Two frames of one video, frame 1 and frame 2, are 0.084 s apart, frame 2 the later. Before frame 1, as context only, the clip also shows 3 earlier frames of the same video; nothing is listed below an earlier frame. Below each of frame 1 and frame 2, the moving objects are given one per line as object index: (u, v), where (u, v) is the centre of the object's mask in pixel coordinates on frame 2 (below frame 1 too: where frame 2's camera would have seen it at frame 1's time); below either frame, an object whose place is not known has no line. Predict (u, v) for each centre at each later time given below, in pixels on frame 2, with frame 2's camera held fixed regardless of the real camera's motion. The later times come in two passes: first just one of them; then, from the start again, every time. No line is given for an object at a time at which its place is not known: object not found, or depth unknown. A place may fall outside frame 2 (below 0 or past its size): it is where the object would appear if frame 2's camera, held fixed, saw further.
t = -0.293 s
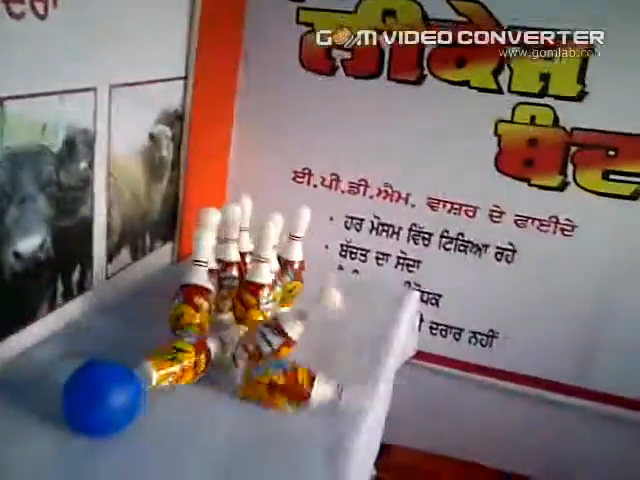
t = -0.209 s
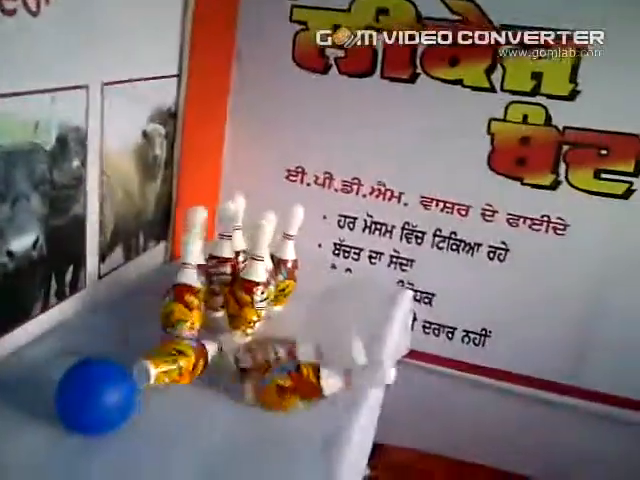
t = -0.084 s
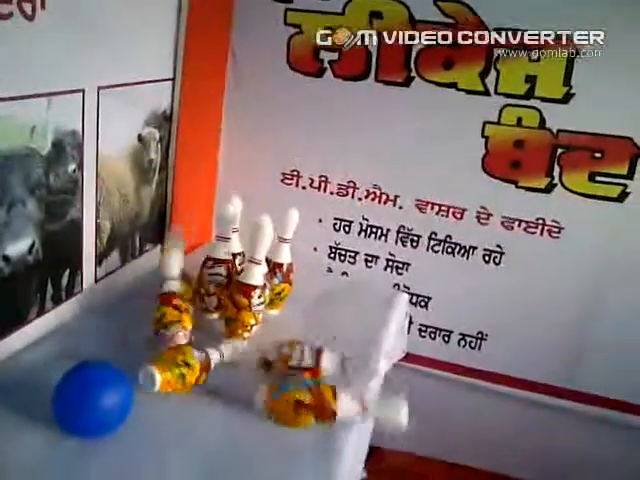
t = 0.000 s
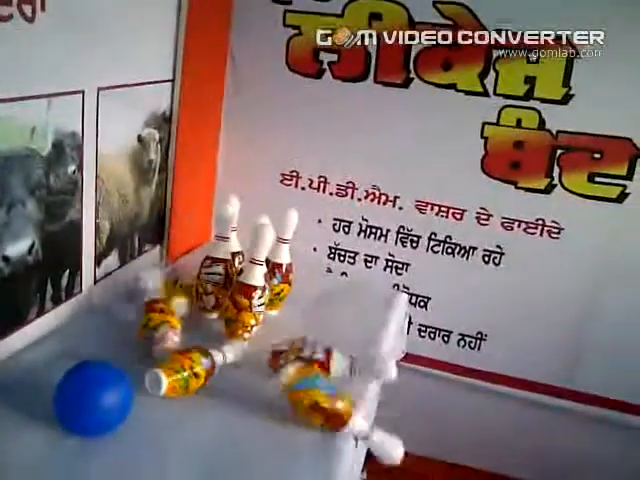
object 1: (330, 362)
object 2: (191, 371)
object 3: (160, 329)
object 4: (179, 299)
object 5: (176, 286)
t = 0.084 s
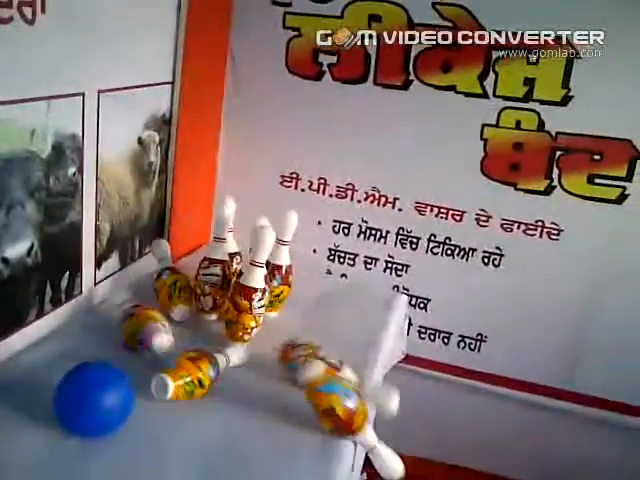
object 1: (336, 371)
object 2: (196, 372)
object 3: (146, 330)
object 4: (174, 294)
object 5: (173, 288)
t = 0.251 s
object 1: (354, 374)
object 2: (208, 378)
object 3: (122, 328)
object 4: (172, 296)
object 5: (167, 280)
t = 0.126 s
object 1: (337, 368)
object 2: (198, 373)
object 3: (140, 327)
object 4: (173, 294)
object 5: (172, 288)
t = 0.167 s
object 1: (346, 373)
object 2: (201, 374)
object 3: (133, 326)
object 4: (172, 294)
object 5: (172, 285)
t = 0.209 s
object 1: (348, 374)
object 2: (202, 376)
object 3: (126, 326)
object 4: (171, 293)
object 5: (170, 283)
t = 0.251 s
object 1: (354, 374)
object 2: (208, 378)
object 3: (122, 328)
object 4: (172, 296)
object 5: (167, 280)
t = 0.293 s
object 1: (357, 373)
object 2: (213, 378)
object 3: (119, 328)
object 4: (172, 297)
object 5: (167, 280)
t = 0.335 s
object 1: (362, 377)
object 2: (215, 379)
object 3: (113, 329)
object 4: (170, 297)
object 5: (165, 280)
